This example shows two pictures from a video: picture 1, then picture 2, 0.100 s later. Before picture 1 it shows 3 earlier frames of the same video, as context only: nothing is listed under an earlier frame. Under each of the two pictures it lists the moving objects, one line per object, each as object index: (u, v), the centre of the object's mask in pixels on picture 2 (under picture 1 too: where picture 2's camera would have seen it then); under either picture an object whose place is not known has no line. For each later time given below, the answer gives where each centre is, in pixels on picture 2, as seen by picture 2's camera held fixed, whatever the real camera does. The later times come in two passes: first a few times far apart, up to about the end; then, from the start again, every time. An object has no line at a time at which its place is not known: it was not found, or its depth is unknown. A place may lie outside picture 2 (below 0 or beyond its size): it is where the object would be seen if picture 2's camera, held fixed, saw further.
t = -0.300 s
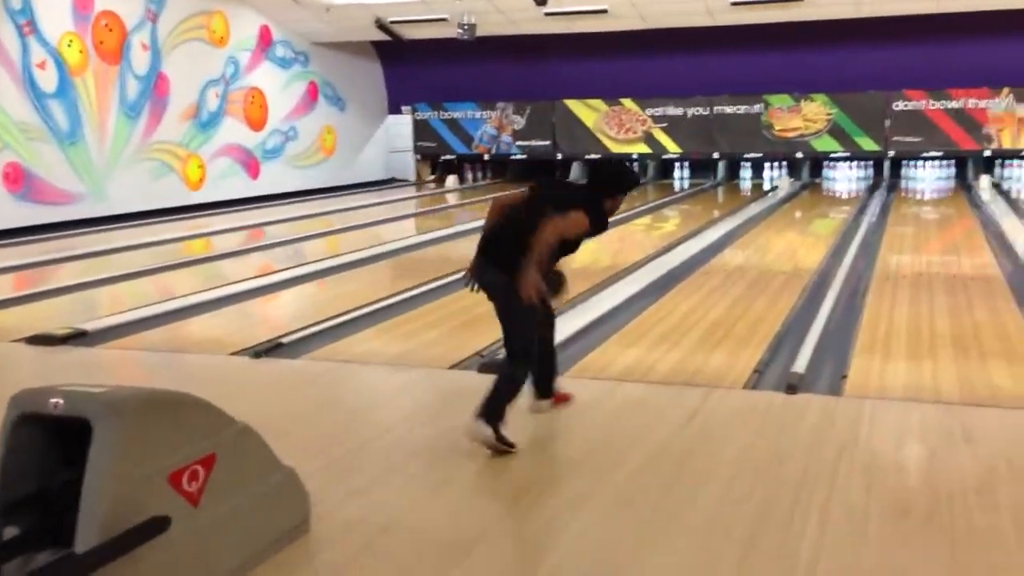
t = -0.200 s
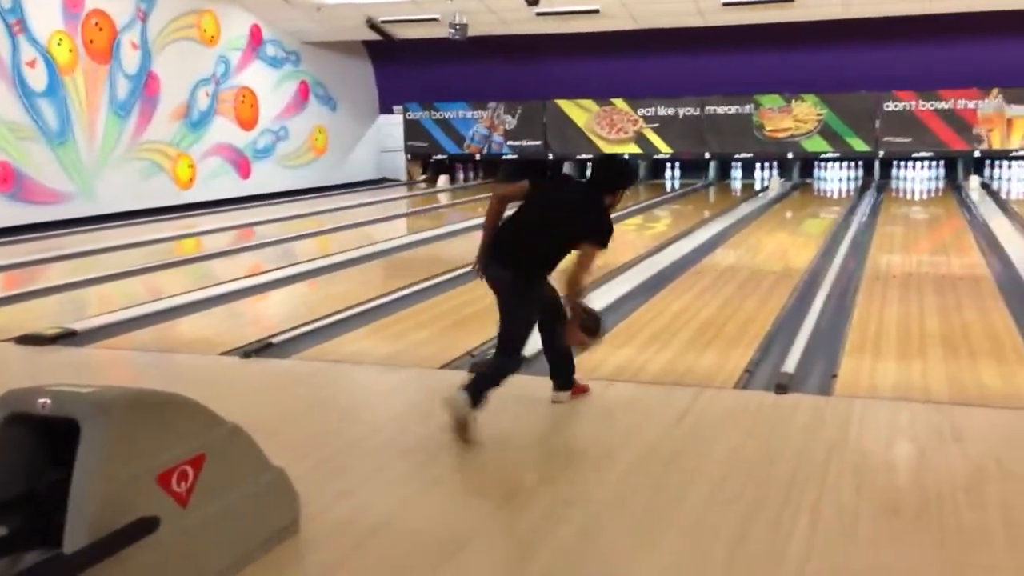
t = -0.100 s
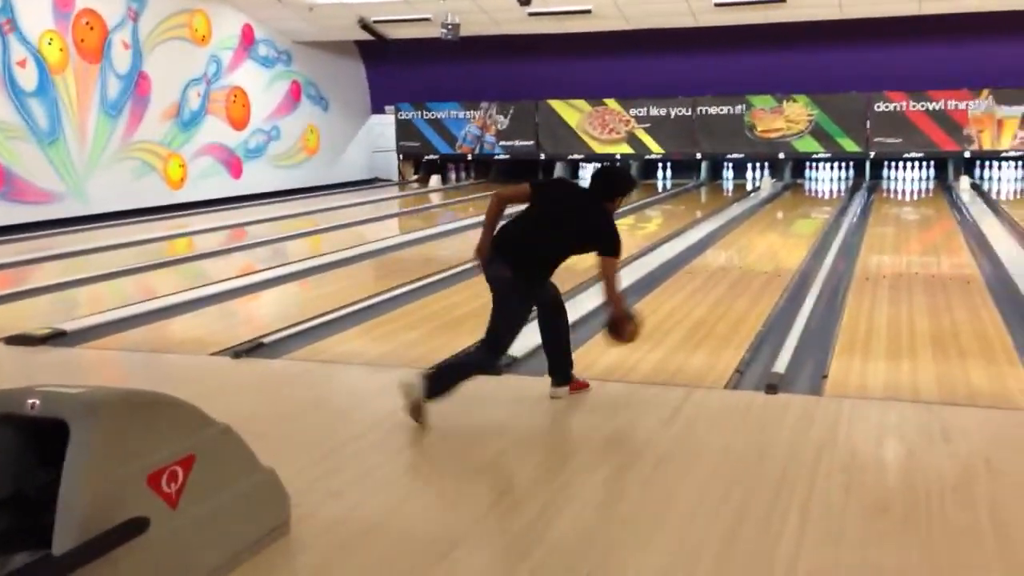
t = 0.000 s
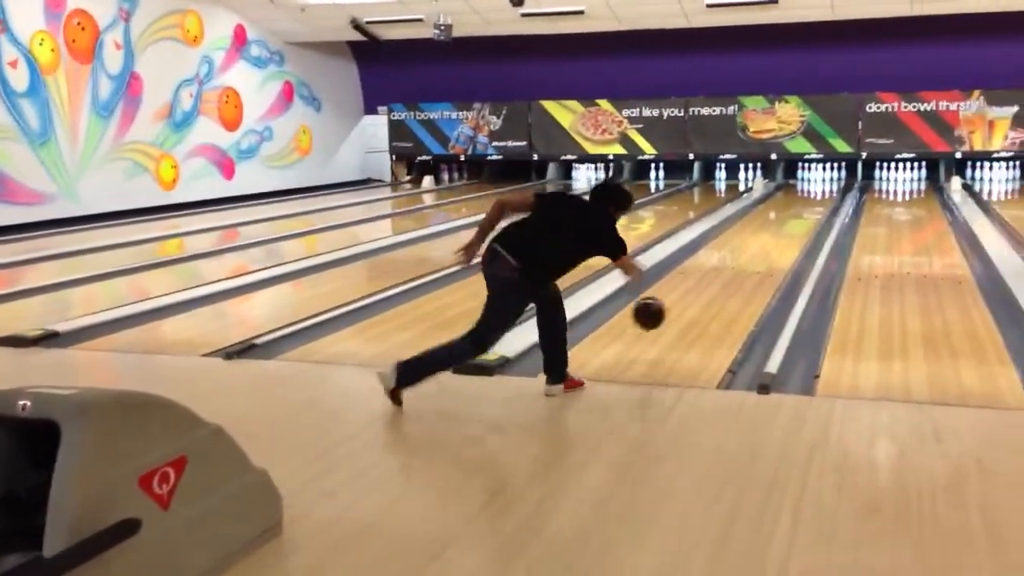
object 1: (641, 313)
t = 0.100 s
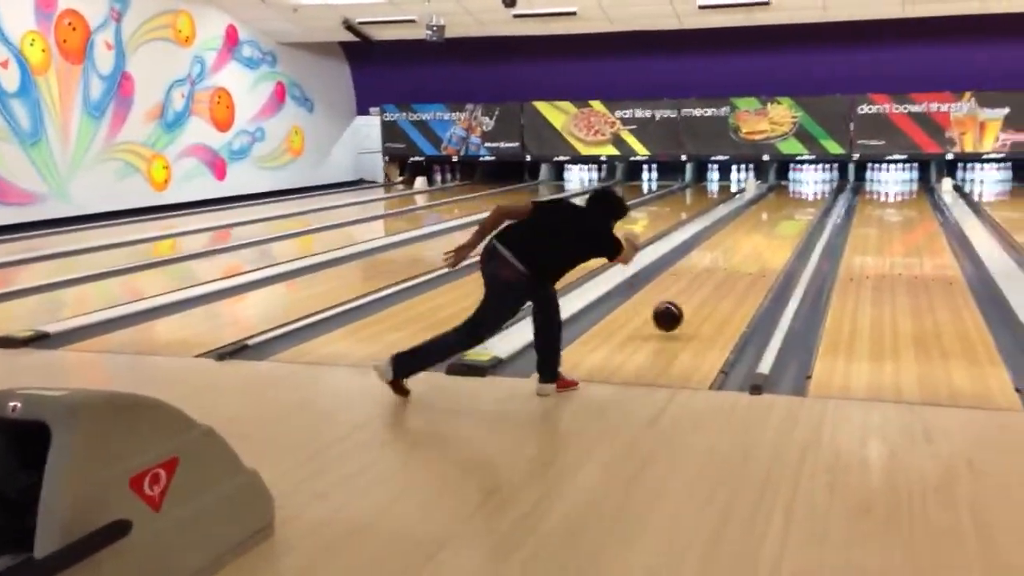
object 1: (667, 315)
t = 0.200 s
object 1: (690, 304)
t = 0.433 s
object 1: (728, 272)
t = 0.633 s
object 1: (753, 253)
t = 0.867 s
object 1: (773, 235)
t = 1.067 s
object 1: (787, 224)
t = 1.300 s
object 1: (799, 213)
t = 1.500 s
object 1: (806, 206)
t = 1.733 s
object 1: (812, 199)
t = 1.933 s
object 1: (814, 194)
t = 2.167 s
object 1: (814, 191)
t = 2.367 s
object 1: (812, 188)
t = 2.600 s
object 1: (807, 183)
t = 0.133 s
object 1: (675, 315)
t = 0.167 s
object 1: (683, 309)
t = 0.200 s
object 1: (690, 304)
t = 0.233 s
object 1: (696, 298)
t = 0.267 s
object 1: (702, 294)
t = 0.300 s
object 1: (708, 289)
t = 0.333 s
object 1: (714, 285)
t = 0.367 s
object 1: (719, 280)
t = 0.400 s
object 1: (723, 276)
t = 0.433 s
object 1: (728, 272)
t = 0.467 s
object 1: (733, 269)
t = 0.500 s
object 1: (737, 265)
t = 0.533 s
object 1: (741, 262)
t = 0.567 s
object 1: (745, 258)
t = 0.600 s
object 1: (749, 255)
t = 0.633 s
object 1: (753, 253)
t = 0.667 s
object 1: (756, 250)
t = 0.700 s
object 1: (759, 247)
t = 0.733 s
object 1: (762, 244)
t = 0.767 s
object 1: (765, 242)
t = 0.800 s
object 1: (768, 239)
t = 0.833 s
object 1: (771, 237)
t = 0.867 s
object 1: (773, 235)
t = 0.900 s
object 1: (775, 233)
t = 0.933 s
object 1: (778, 231)
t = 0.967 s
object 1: (781, 229)
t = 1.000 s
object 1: (783, 227)
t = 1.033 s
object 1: (784, 225)
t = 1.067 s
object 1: (787, 224)
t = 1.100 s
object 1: (789, 222)
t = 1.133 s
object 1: (790, 220)
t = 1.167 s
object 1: (792, 219)
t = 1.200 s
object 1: (794, 217)
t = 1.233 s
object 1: (795, 216)
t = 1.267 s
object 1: (797, 214)
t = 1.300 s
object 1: (799, 213)
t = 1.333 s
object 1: (800, 211)
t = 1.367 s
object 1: (801, 210)
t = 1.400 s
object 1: (802, 209)
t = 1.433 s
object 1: (804, 208)
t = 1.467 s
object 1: (804, 207)
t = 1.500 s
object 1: (806, 206)
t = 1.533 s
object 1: (807, 204)
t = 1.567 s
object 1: (808, 203)
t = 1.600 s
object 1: (808, 203)
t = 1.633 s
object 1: (810, 202)
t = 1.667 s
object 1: (811, 201)
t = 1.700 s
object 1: (812, 200)
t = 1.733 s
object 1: (812, 199)
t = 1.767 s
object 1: (813, 198)
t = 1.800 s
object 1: (813, 197)
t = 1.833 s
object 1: (814, 196)
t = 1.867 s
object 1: (815, 196)
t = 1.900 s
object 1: (815, 195)
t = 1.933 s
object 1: (814, 194)
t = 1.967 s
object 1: (814, 194)
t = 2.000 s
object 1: (814, 193)
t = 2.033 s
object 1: (814, 193)
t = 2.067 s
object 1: (814, 193)
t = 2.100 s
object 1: (814, 192)
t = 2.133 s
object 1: (814, 192)
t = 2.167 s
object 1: (814, 191)
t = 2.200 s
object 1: (814, 189)
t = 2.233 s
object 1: (813, 190)
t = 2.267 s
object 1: (813, 188)
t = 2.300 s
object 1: (812, 187)
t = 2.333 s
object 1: (812, 187)
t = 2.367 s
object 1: (812, 188)
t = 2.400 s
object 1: (812, 188)
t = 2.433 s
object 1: (811, 186)
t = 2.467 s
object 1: (810, 185)
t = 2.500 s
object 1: (809, 184)
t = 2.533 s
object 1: (809, 184)
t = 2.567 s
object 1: (808, 184)
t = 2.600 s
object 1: (807, 183)
